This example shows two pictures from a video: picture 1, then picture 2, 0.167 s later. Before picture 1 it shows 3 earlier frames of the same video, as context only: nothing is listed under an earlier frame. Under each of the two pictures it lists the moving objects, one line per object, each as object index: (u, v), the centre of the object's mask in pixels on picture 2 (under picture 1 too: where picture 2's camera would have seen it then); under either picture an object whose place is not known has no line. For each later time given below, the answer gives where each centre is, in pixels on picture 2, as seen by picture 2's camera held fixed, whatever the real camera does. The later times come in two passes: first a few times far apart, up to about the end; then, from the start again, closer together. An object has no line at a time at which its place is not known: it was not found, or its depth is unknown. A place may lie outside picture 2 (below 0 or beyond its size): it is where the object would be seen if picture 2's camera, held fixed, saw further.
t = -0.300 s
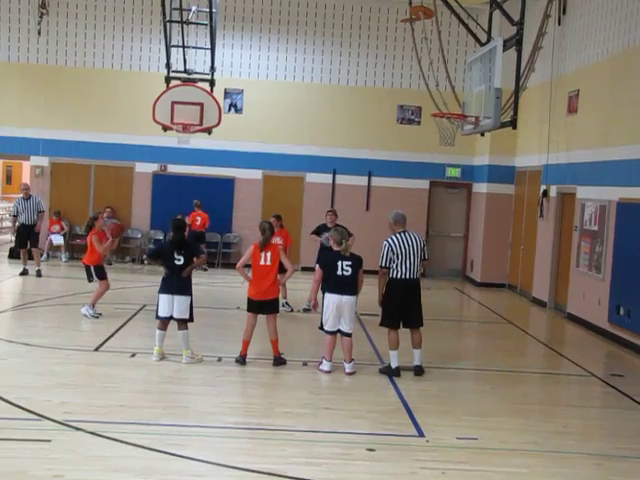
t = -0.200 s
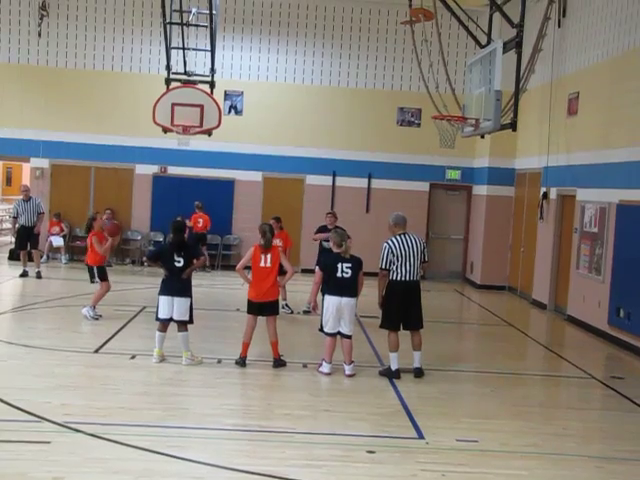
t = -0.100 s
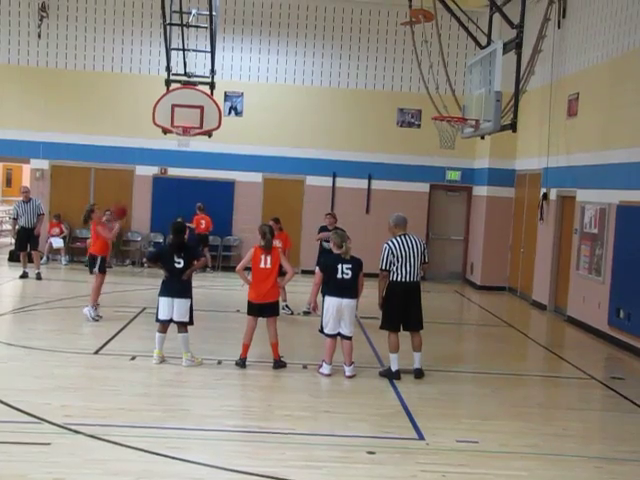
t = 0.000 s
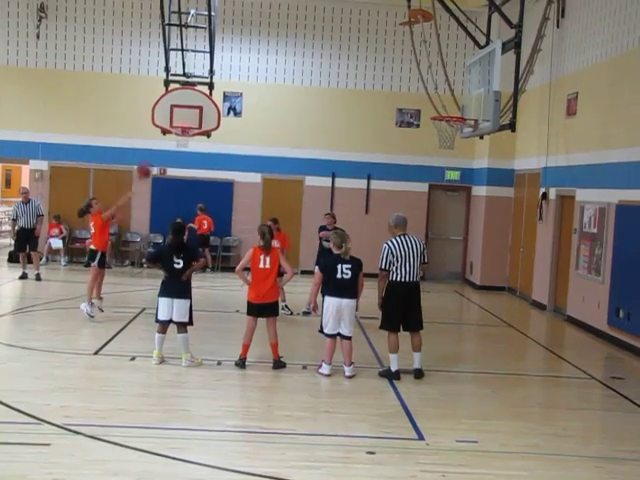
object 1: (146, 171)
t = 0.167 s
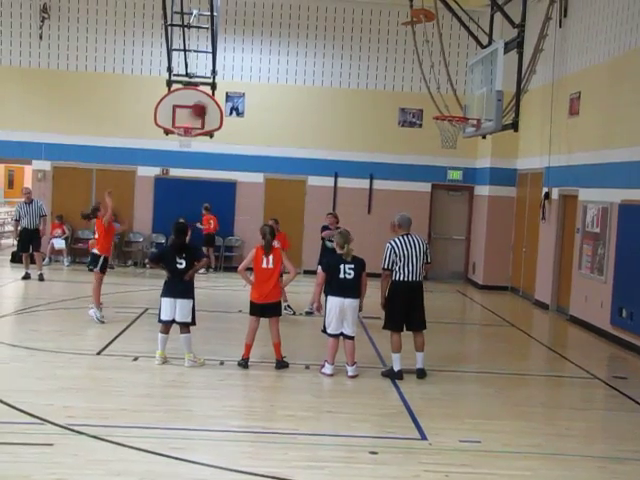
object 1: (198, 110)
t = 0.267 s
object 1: (228, 83)
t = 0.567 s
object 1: (317, 47)
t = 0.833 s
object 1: (390, 68)
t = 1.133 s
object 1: (446, 91)
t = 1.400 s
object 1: (468, 89)
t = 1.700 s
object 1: (447, 108)
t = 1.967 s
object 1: (435, 110)
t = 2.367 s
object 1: (413, 202)
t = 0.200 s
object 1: (208, 101)
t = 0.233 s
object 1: (218, 91)
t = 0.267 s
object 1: (228, 83)
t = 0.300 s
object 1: (238, 76)
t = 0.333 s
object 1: (249, 70)
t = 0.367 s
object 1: (258, 64)
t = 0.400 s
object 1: (268, 59)
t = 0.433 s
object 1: (278, 55)
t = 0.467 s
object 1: (288, 52)
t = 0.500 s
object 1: (298, 49)
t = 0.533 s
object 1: (307, 47)
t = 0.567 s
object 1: (317, 47)
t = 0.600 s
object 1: (326, 47)
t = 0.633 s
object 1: (335, 47)
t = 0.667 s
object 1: (345, 49)
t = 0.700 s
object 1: (354, 51)
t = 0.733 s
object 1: (363, 54)
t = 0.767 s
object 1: (372, 58)
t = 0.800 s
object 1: (381, 63)
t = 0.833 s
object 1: (390, 68)
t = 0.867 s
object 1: (399, 74)
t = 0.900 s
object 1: (407, 82)
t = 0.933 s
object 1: (416, 89)
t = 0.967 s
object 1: (424, 98)
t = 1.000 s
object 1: (433, 107)
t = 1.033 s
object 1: (437, 105)
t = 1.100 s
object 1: (443, 95)
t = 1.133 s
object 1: (446, 91)
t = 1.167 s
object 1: (449, 88)
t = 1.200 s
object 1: (452, 86)
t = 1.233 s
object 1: (455, 85)
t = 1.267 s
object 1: (457, 84)
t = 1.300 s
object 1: (460, 84)
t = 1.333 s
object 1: (463, 84)
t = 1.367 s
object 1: (465, 86)
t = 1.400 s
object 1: (468, 89)
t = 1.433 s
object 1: (467, 89)
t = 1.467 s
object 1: (464, 90)
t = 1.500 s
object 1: (462, 92)
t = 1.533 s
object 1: (459, 95)
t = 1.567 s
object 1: (457, 98)
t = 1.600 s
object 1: (454, 102)
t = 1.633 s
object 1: (452, 107)
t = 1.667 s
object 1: (450, 109)
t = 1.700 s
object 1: (447, 108)
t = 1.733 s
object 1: (446, 106)
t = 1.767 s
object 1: (445, 104)
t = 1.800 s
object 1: (444, 104)
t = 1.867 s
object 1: (440, 105)
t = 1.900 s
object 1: (439, 106)
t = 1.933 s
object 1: (437, 108)
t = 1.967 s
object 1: (435, 110)
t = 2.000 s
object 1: (432, 114)
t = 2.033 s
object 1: (430, 120)
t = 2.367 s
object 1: (413, 202)
